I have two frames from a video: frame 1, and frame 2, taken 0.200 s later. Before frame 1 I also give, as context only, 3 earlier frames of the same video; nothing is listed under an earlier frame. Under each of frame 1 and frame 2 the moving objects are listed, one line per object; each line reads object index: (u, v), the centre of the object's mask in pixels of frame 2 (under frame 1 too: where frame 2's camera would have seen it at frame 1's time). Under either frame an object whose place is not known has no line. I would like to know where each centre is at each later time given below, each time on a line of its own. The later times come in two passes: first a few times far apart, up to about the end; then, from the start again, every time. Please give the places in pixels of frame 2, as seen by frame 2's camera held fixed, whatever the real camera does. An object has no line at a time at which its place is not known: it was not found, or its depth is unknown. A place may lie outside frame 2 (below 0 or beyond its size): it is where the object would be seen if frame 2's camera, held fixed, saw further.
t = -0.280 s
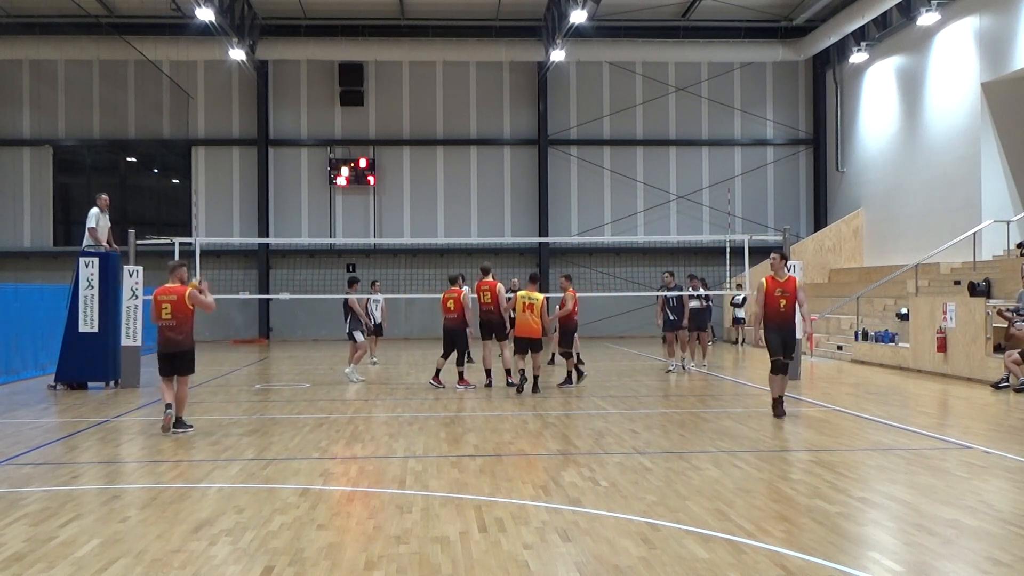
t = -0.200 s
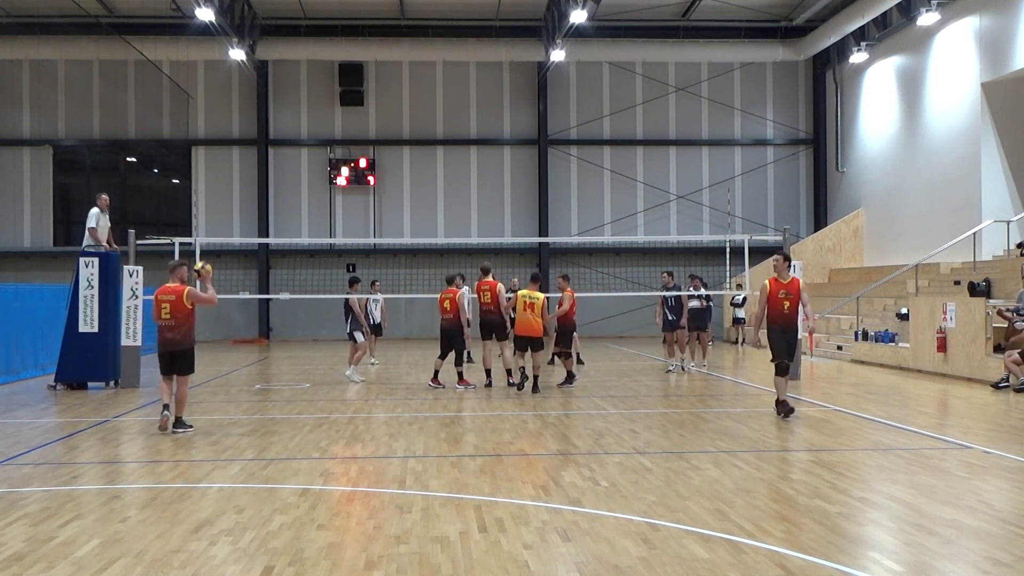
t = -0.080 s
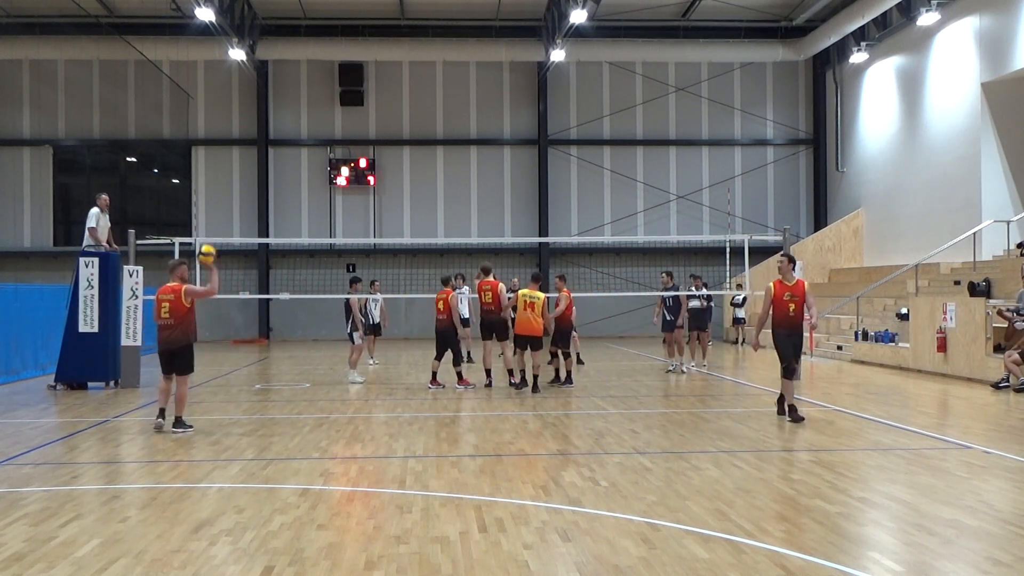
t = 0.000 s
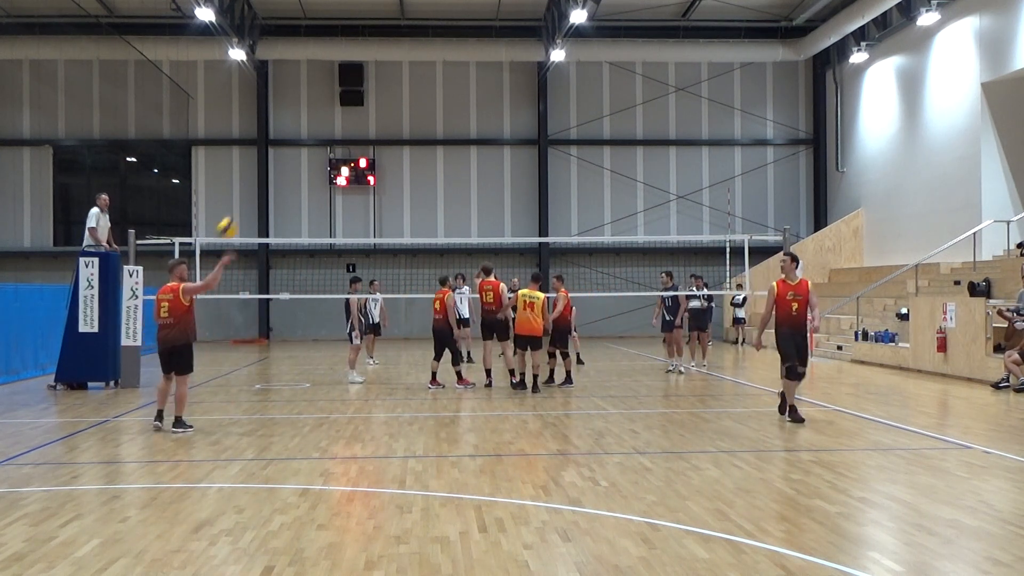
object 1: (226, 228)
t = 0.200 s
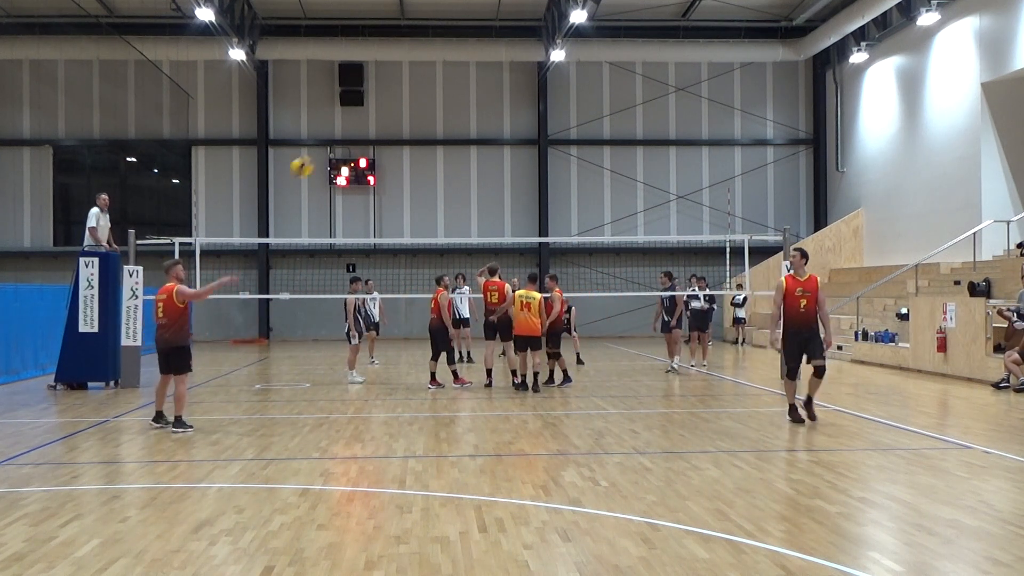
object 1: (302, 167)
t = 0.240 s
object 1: (318, 158)
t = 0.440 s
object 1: (391, 138)
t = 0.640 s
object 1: (470, 154)
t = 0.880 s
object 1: (566, 224)
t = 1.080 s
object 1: (650, 326)
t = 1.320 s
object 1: (734, 410)
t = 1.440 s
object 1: (751, 353)
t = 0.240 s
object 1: (318, 158)
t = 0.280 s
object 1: (332, 151)
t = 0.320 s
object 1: (346, 146)
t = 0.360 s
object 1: (362, 142)
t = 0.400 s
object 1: (376, 139)
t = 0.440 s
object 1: (391, 138)
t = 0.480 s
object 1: (407, 138)
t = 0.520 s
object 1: (423, 140)
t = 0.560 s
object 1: (439, 143)
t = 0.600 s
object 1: (454, 147)
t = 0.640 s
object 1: (470, 154)
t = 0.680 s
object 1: (486, 162)
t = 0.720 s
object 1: (501, 170)
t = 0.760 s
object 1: (518, 182)
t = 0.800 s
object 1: (534, 195)
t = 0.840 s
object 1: (550, 208)
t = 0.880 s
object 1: (566, 224)
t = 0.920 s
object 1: (584, 242)
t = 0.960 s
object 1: (600, 260)
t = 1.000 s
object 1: (617, 279)
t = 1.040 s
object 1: (633, 300)
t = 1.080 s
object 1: (650, 326)
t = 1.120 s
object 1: (668, 349)
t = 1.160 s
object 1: (685, 377)
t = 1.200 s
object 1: (702, 403)
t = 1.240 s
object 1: (718, 436)
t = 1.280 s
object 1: (728, 429)
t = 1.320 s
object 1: (734, 410)
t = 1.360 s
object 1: (740, 388)
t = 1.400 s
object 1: (745, 370)
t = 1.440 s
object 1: (751, 353)
